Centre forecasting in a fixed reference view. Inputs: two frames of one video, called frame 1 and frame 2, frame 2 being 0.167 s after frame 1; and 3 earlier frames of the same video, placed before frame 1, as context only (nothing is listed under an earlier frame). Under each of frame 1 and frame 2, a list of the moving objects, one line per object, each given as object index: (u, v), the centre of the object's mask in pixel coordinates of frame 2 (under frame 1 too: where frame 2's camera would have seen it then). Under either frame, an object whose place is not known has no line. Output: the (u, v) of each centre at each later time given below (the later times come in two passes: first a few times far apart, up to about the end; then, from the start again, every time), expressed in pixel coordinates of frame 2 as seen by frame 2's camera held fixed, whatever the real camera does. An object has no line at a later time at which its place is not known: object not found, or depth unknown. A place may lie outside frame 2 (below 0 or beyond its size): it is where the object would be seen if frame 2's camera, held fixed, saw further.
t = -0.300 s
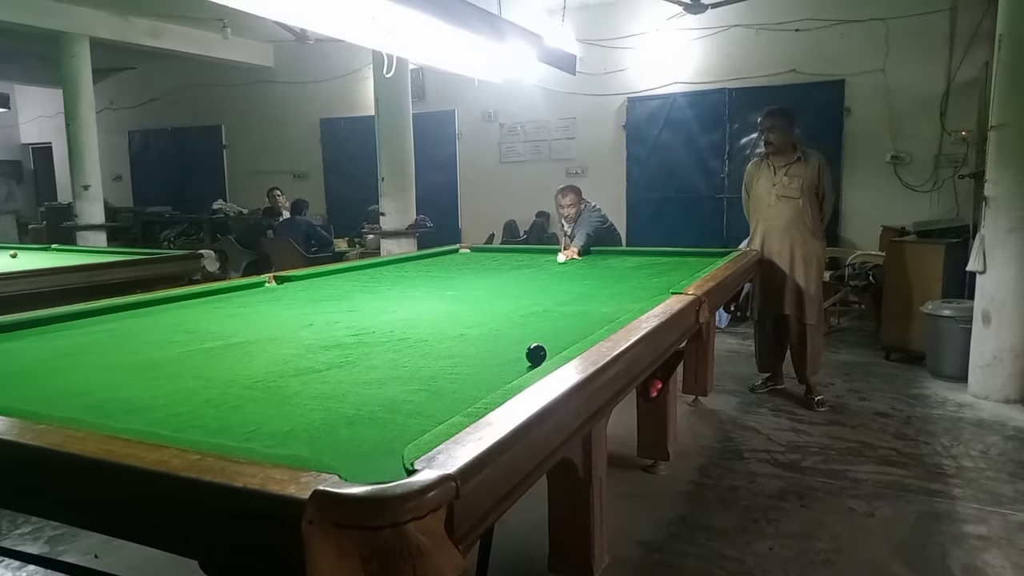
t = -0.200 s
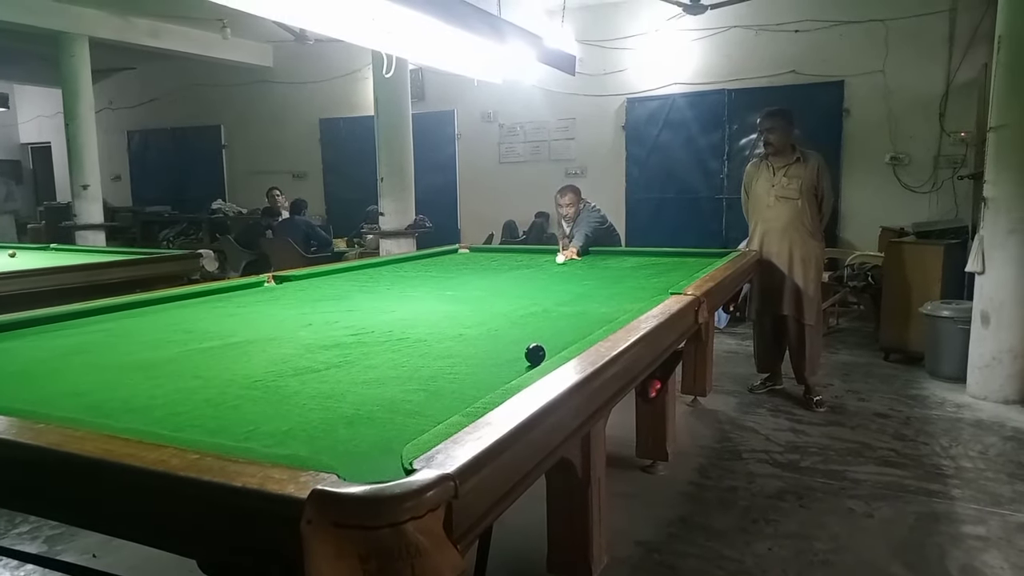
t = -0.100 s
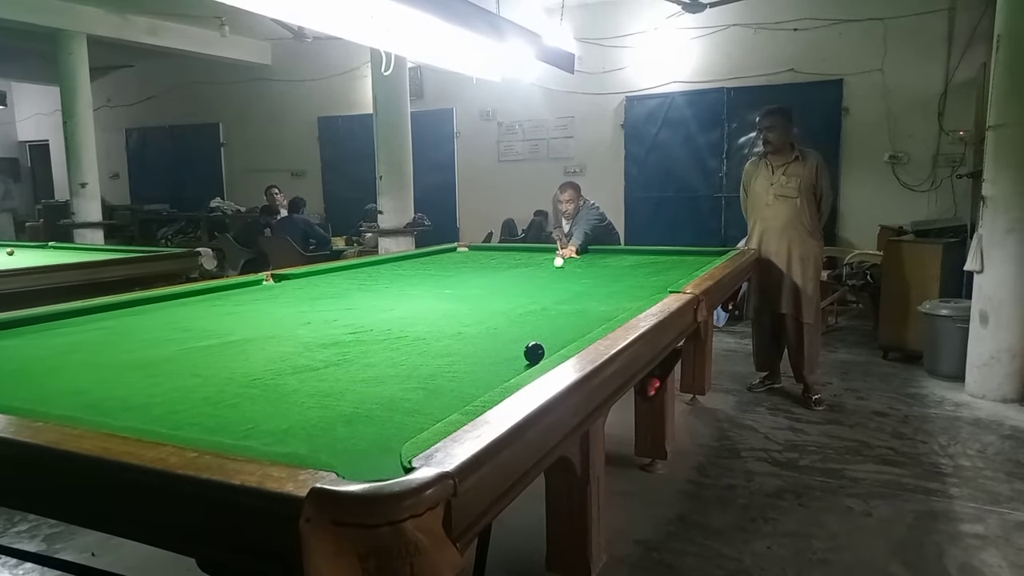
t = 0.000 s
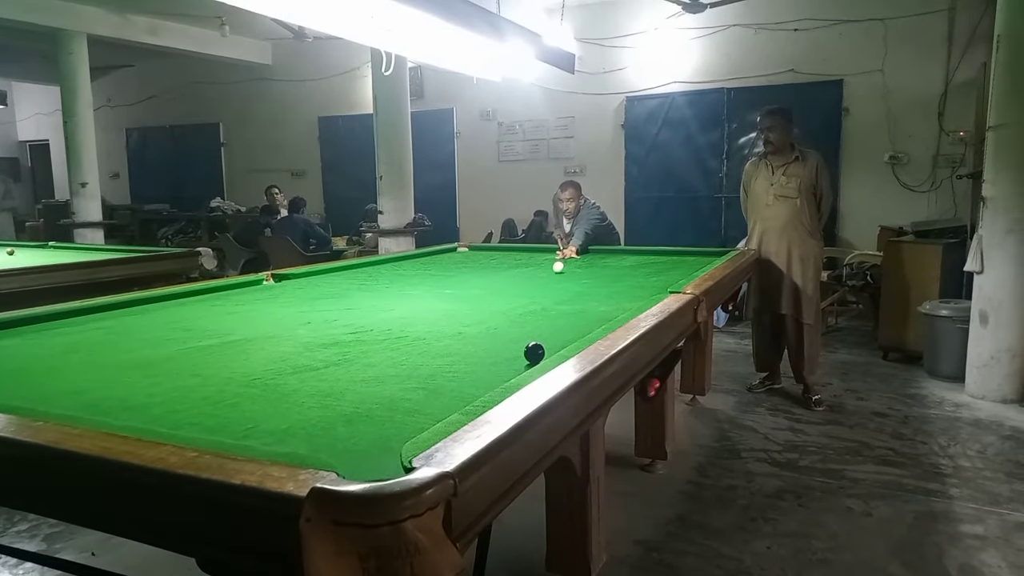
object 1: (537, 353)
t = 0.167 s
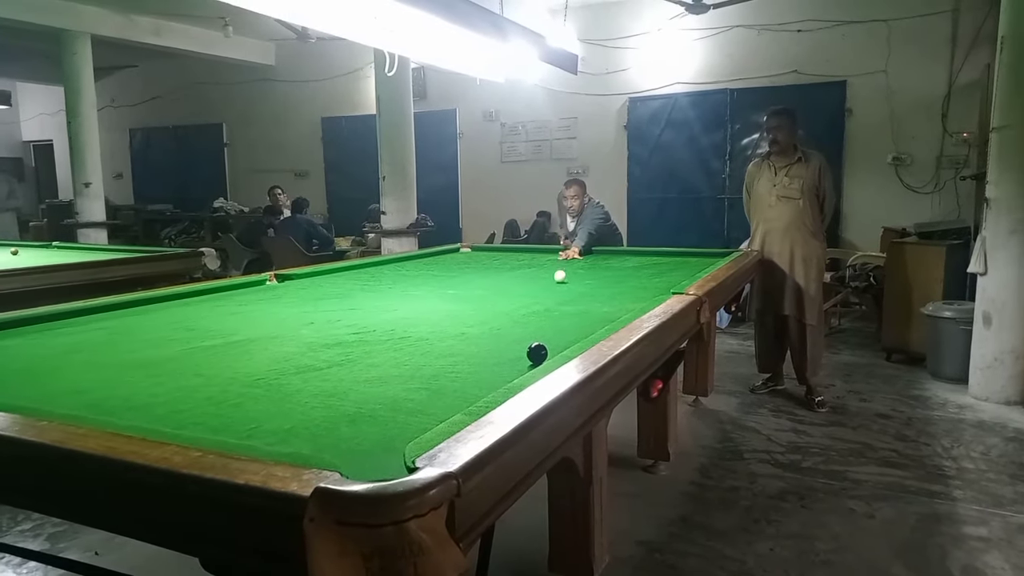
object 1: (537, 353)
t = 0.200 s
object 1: (537, 353)
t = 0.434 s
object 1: (537, 354)
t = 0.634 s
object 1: (537, 353)
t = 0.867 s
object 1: (536, 354)
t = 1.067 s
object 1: (489, 363)
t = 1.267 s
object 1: (431, 374)
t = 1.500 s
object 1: (354, 387)
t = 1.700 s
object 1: (280, 405)
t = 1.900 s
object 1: (200, 421)
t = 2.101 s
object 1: (181, 418)
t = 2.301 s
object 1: (203, 405)
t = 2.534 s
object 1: (222, 392)
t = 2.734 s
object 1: (235, 382)
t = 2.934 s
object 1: (245, 375)
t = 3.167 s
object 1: (254, 367)
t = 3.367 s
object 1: (259, 361)
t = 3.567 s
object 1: (264, 357)
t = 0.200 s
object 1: (537, 353)
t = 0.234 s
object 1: (537, 353)
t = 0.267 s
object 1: (537, 353)
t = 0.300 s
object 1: (537, 353)
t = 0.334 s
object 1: (537, 354)
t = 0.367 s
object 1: (537, 354)
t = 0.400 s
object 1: (537, 354)
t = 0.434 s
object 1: (537, 354)
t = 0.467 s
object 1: (537, 354)
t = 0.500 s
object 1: (537, 354)
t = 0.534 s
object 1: (537, 353)
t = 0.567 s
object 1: (537, 354)
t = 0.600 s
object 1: (537, 353)
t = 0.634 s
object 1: (537, 353)
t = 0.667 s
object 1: (537, 353)
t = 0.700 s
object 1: (537, 353)
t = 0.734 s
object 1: (537, 353)
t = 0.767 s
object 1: (537, 353)
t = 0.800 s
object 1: (537, 353)
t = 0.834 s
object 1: (536, 354)
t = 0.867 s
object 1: (536, 354)
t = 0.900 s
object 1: (537, 354)
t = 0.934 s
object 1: (531, 355)
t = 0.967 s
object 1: (520, 356)
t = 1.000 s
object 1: (509, 359)
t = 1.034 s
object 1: (499, 361)
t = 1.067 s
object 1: (489, 363)
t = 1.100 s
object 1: (480, 364)
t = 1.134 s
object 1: (470, 366)
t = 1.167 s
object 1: (461, 368)
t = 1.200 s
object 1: (450, 371)
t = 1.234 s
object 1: (441, 372)
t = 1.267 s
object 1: (431, 374)
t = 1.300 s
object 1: (421, 376)
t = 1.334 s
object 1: (409, 379)
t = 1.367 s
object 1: (398, 381)
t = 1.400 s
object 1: (387, 383)
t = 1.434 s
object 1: (376, 384)
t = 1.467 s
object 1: (365, 386)
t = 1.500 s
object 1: (354, 387)
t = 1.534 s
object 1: (342, 392)
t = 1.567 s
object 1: (330, 395)
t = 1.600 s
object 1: (318, 398)
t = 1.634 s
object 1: (305, 400)
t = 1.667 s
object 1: (293, 403)
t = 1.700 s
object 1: (280, 405)
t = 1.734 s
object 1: (267, 408)
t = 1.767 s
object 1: (254, 411)
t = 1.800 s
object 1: (240, 414)
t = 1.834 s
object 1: (227, 417)
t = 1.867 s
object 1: (214, 420)
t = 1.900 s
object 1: (200, 421)
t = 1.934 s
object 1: (187, 422)
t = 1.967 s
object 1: (173, 423)
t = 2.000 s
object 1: (169, 422)
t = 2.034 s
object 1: (174, 421)
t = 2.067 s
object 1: (177, 420)
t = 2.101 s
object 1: (181, 418)
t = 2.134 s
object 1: (185, 417)
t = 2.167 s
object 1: (189, 415)
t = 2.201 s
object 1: (193, 411)
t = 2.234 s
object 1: (196, 410)
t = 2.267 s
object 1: (199, 407)
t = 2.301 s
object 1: (203, 405)
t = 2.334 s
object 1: (205, 403)
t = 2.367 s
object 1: (209, 401)
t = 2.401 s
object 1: (212, 399)
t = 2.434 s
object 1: (214, 397)
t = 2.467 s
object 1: (217, 395)
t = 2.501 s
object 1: (220, 393)
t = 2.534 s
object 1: (222, 392)
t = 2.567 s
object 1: (225, 390)
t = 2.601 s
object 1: (227, 388)
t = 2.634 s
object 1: (229, 386)
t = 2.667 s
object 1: (231, 385)
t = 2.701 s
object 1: (233, 383)
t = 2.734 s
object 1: (235, 382)
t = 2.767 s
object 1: (237, 380)
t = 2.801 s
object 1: (239, 379)
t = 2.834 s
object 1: (240, 378)
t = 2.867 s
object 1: (242, 376)
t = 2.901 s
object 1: (243, 376)
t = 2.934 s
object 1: (245, 375)
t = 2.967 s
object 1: (247, 374)
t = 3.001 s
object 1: (248, 373)
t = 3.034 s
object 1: (249, 371)
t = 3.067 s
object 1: (250, 370)
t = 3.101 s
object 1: (251, 369)
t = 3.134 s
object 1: (253, 368)
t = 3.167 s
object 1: (254, 367)
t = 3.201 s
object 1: (255, 366)
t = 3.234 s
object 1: (256, 364)
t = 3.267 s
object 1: (257, 363)
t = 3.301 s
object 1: (258, 362)
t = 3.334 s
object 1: (258, 361)
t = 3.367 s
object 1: (259, 361)
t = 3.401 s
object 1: (260, 360)
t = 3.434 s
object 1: (261, 359)
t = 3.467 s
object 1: (262, 359)
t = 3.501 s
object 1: (262, 358)
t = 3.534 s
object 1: (263, 357)
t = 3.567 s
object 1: (264, 357)
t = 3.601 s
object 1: (264, 356)
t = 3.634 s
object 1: (265, 355)
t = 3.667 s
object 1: (266, 355)
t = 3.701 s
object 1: (266, 354)
